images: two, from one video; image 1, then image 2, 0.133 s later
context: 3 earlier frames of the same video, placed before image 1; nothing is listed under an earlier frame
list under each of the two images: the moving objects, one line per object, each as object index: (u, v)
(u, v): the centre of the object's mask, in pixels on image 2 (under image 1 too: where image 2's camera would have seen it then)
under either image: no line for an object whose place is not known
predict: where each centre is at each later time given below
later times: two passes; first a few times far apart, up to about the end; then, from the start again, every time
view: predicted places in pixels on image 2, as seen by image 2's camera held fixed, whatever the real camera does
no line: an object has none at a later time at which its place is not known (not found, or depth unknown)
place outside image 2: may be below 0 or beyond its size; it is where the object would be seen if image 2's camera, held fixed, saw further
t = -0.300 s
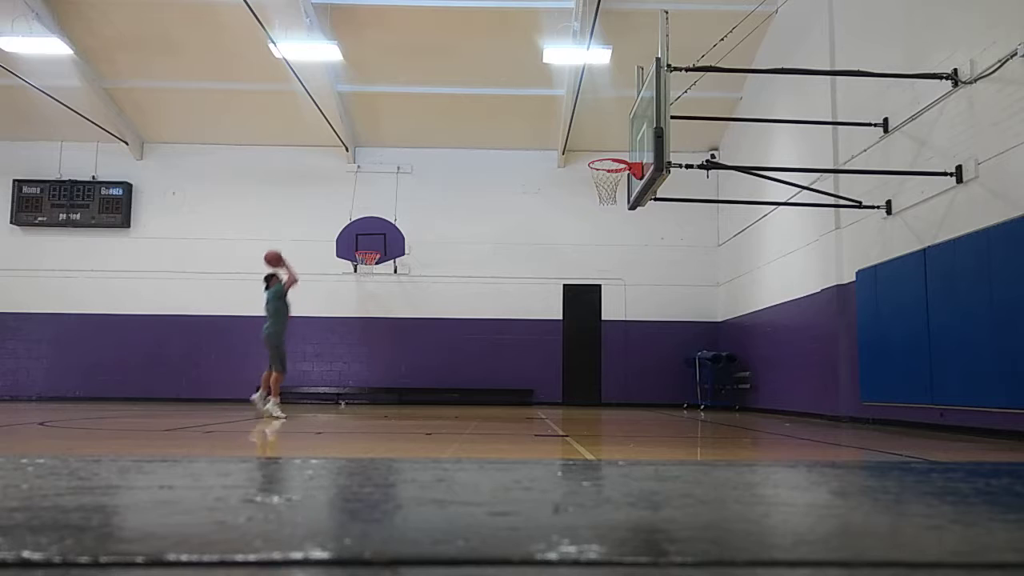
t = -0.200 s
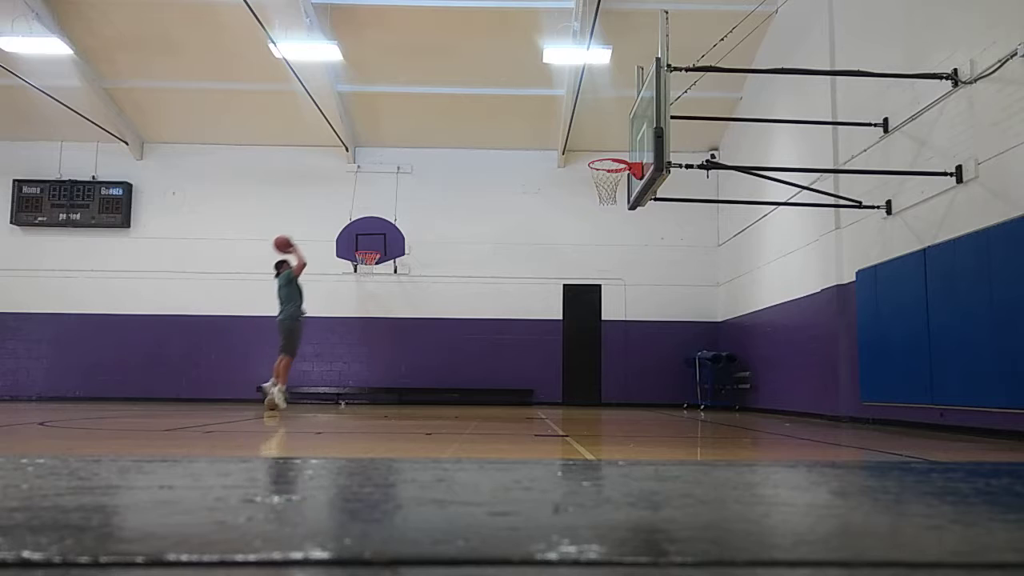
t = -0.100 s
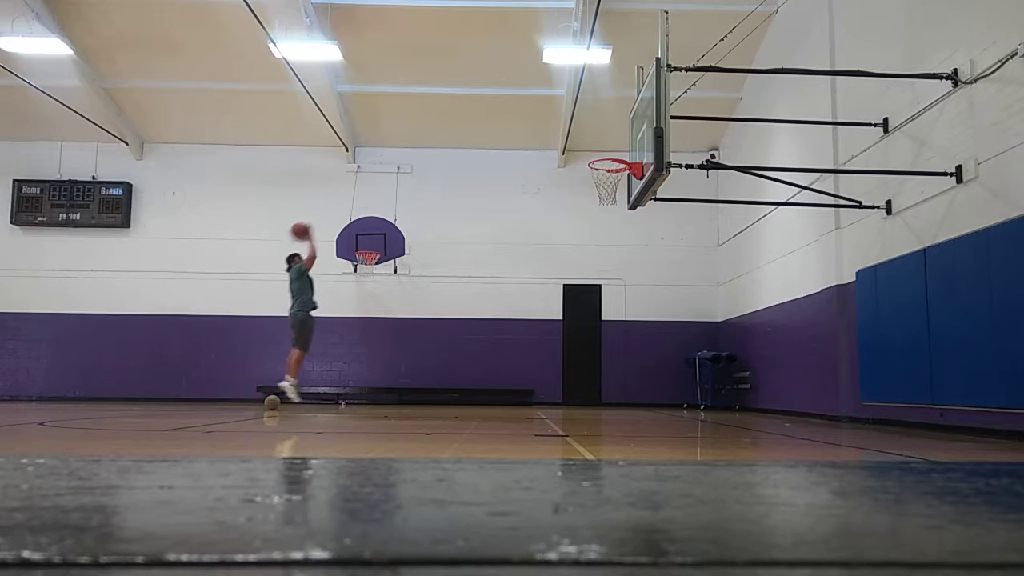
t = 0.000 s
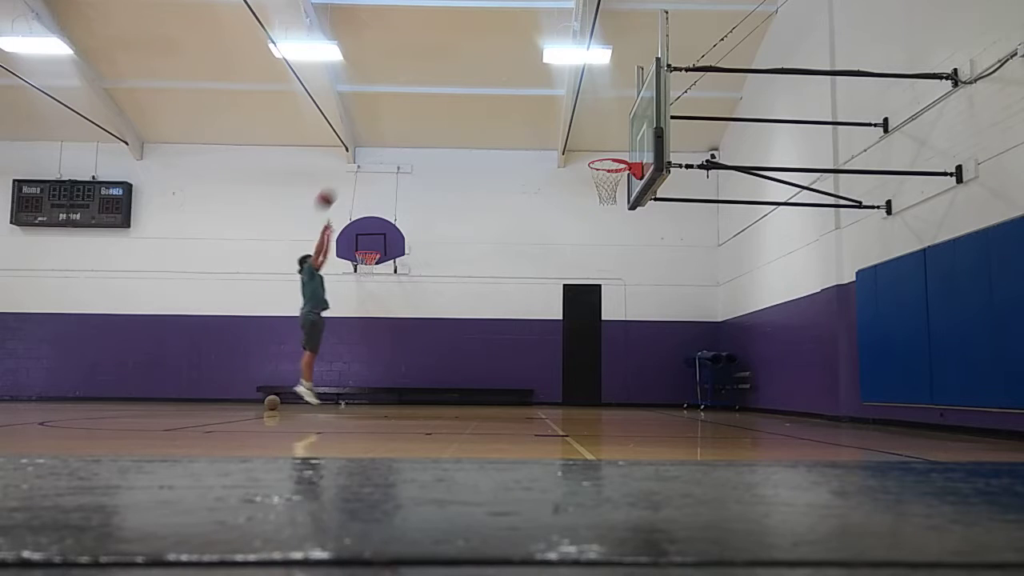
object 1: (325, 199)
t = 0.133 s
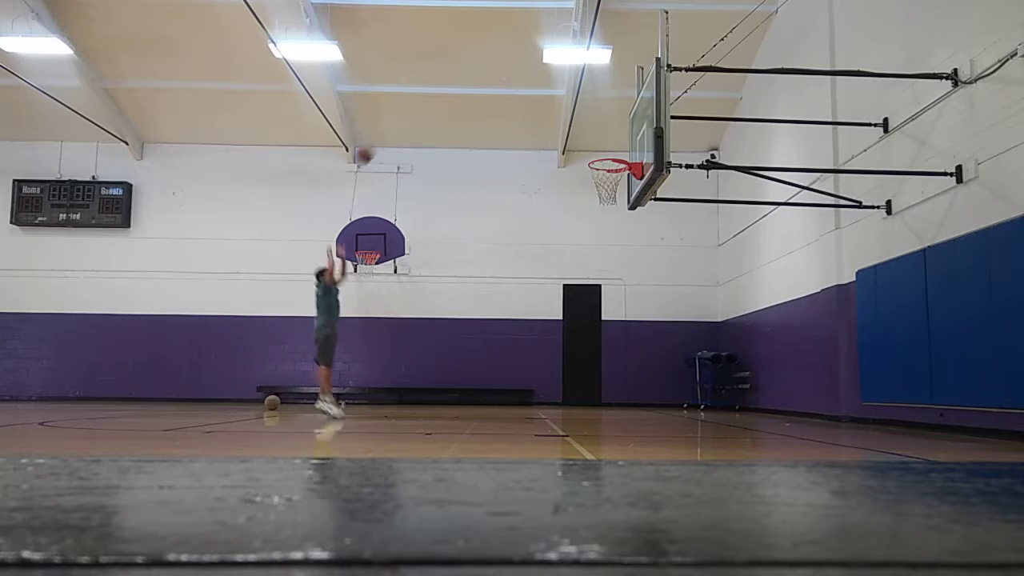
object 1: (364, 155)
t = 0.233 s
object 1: (393, 130)
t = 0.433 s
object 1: (450, 101)
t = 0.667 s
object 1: (520, 103)
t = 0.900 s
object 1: (592, 149)
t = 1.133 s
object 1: (628, 185)
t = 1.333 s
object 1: (628, 215)
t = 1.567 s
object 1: (628, 292)
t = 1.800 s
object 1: (630, 416)
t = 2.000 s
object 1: (611, 334)
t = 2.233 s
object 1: (595, 281)
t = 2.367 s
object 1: (585, 270)
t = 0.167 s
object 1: (374, 145)
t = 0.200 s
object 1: (383, 138)
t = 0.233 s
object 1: (393, 130)
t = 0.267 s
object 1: (402, 123)
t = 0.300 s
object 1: (412, 117)
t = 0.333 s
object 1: (421, 112)
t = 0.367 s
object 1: (431, 107)
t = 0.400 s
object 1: (441, 104)
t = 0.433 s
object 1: (450, 101)
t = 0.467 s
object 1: (460, 99)
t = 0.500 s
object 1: (470, 97)
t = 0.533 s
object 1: (480, 97)
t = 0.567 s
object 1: (489, 97)
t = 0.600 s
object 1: (500, 98)
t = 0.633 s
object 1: (510, 100)
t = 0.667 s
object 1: (520, 103)
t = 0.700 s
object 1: (531, 107)
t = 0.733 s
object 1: (541, 112)
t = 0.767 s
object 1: (550, 117)
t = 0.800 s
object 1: (559, 124)
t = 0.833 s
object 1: (572, 132)
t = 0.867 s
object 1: (581, 140)
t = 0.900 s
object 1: (592, 149)
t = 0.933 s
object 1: (601, 155)
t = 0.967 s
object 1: (615, 172)
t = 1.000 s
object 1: (623, 179)
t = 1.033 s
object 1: (627, 181)
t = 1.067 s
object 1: (628, 182)
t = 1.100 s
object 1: (628, 183)
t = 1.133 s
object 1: (628, 185)
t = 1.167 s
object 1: (628, 187)
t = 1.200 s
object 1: (628, 191)
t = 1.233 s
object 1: (627, 195)
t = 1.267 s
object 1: (627, 202)
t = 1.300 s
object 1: (627, 209)
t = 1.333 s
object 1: (628, 215)
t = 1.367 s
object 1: (628, 223)
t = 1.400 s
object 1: (628, 232)
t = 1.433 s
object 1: (628, 243)
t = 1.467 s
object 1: (628, 254)
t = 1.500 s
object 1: (628, 266)
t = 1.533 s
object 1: (628, 278)
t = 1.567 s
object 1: (628, 292)
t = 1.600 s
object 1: (628, 307)
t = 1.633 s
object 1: (628, 324)
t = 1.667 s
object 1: (626, 340)
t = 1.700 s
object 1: (627, 358)
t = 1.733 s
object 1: (628, 376)
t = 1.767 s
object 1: (628, 398)
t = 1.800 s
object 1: (630, 416)
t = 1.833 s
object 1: (626, 400)
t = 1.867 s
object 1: (623, 386)
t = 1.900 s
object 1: (621, 371)
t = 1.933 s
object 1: (617, 358)
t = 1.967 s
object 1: (614, 345)
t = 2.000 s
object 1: (611, 334)
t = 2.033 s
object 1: (609, 325)
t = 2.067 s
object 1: (607, 315)
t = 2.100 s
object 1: (605, 306)
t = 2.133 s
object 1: (602, 298)
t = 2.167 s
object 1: (599, 292)
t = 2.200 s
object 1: (597, 286)
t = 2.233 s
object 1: (595, 281)
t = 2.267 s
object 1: (592, 277)
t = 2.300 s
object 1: (590, 273)
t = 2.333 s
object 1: (587, 271)
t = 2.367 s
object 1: (585, 270)
